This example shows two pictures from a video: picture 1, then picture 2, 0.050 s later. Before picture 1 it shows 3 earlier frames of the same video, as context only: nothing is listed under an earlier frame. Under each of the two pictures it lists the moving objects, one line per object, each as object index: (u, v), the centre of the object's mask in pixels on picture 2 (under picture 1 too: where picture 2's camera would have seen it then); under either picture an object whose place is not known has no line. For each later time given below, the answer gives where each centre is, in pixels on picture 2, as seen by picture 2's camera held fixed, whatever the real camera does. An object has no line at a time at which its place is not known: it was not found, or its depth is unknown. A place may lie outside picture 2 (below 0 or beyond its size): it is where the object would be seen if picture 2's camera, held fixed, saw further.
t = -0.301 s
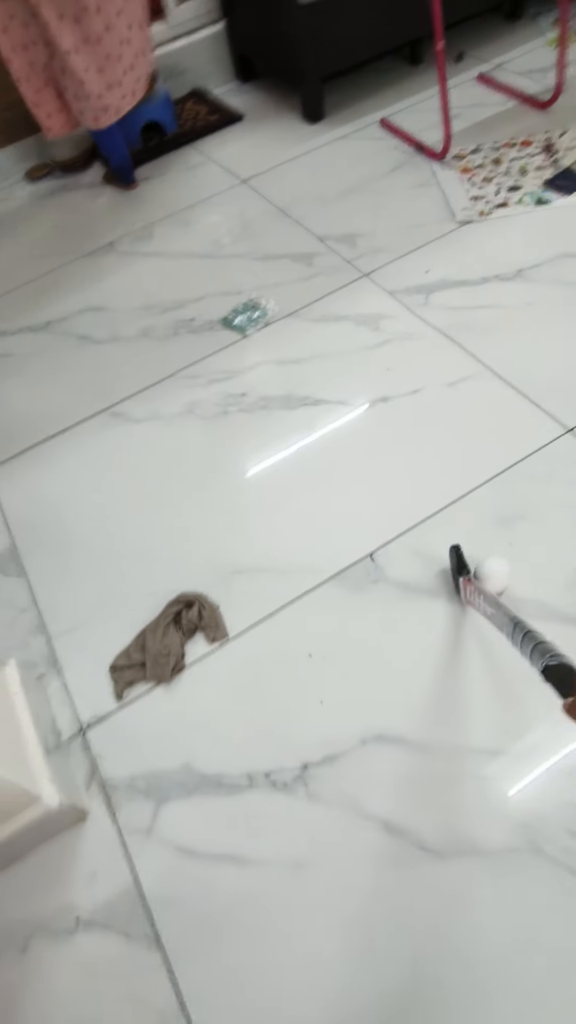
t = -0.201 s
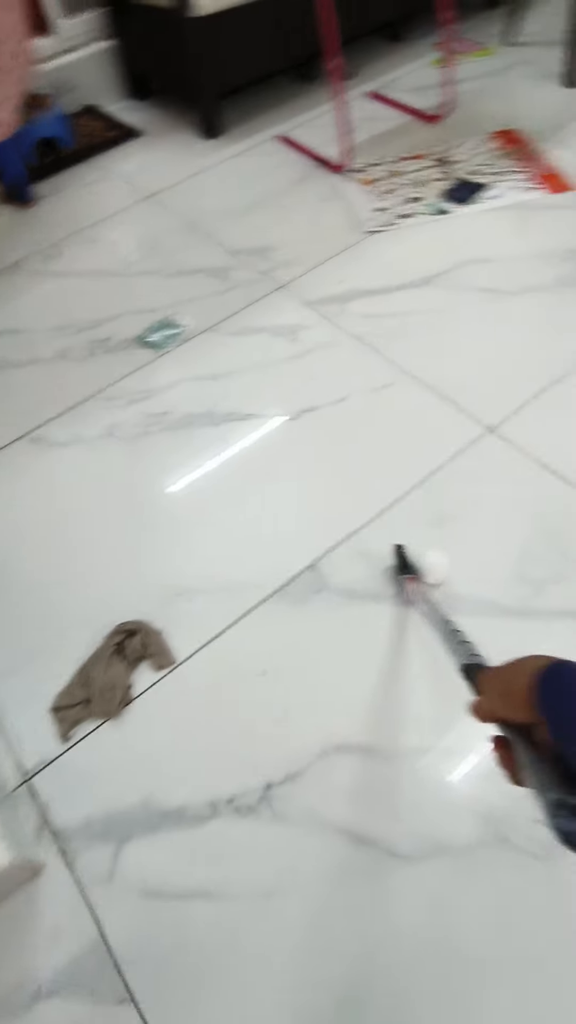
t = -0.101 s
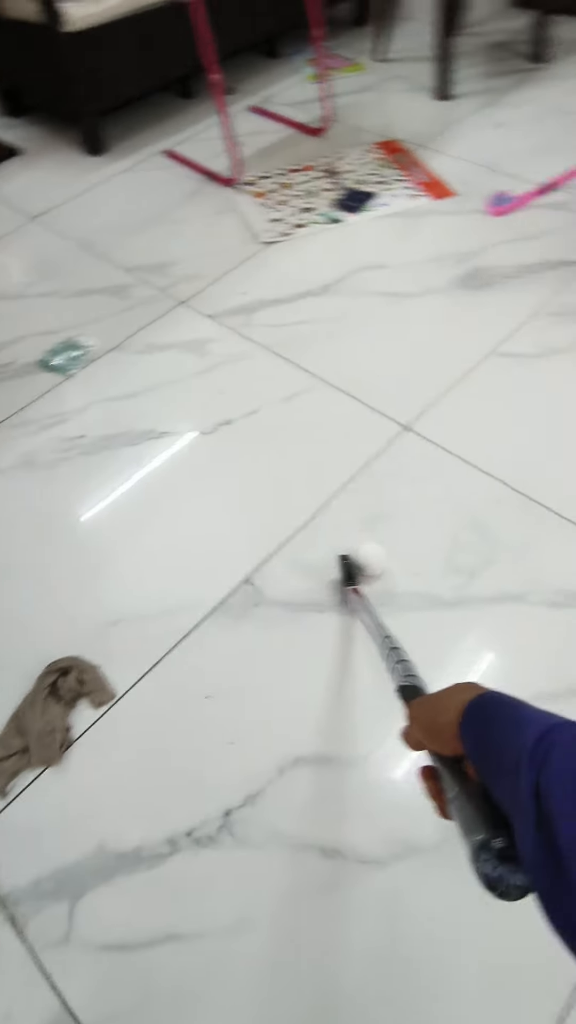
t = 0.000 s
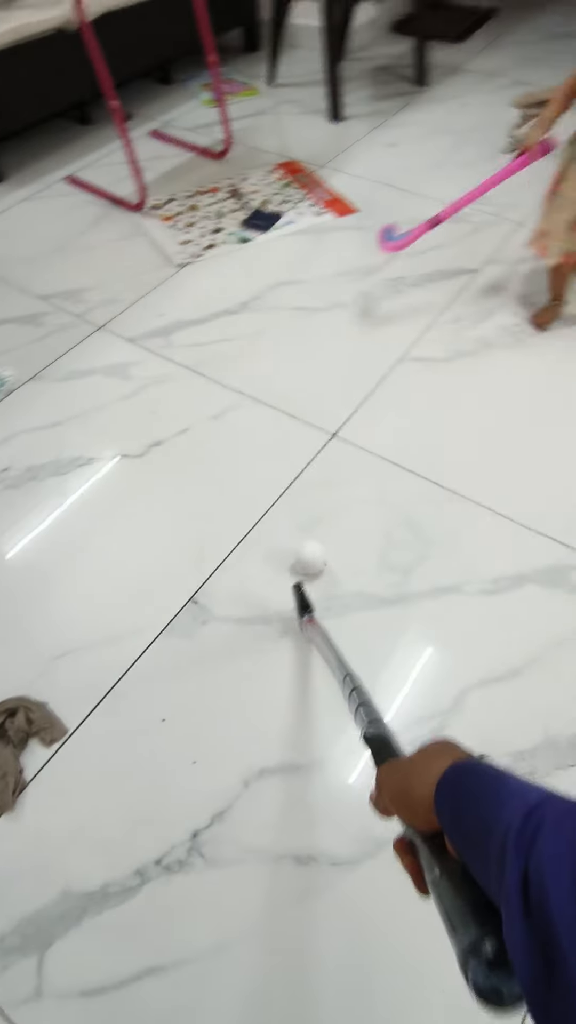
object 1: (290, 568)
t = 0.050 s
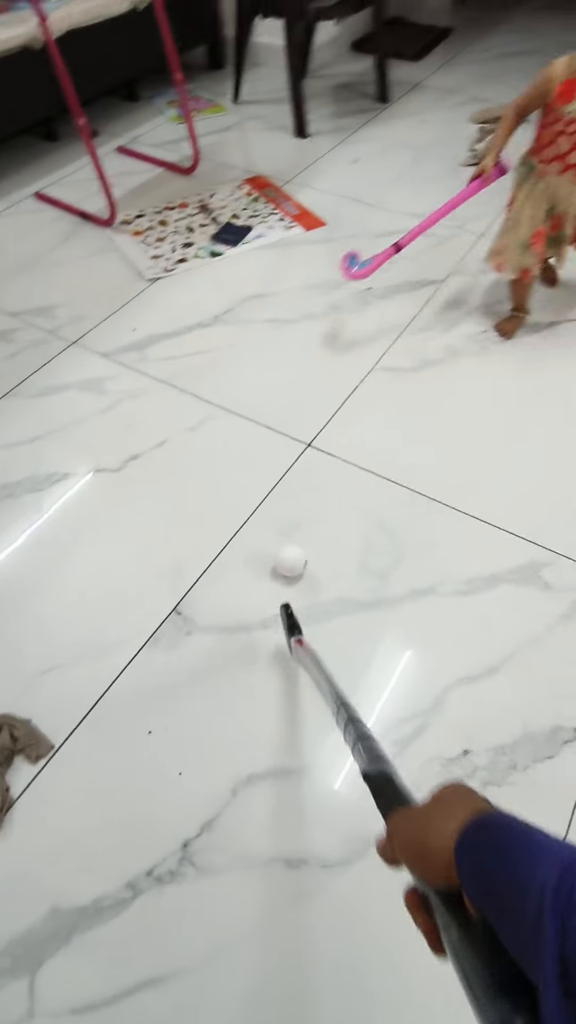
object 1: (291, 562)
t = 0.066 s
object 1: (291, 560)
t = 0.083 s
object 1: (290, 558)
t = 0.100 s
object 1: (291, 557)
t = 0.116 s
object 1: (291, 556)
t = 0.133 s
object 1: (291, 555)
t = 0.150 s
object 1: (291, 553)
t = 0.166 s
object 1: (291, 552)
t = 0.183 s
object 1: (292, 551)
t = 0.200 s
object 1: (292, 549)
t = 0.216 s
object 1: (291, 548)
